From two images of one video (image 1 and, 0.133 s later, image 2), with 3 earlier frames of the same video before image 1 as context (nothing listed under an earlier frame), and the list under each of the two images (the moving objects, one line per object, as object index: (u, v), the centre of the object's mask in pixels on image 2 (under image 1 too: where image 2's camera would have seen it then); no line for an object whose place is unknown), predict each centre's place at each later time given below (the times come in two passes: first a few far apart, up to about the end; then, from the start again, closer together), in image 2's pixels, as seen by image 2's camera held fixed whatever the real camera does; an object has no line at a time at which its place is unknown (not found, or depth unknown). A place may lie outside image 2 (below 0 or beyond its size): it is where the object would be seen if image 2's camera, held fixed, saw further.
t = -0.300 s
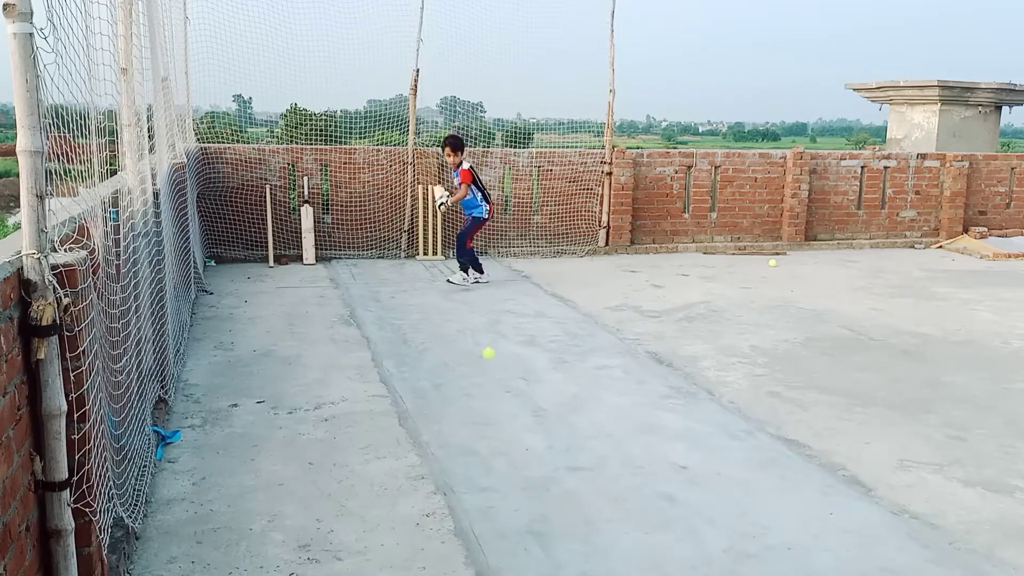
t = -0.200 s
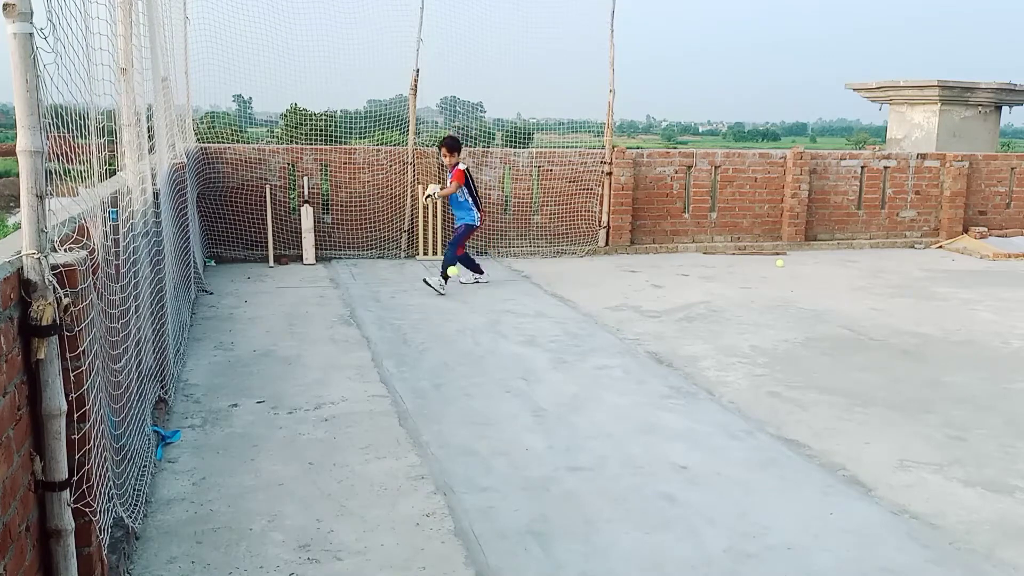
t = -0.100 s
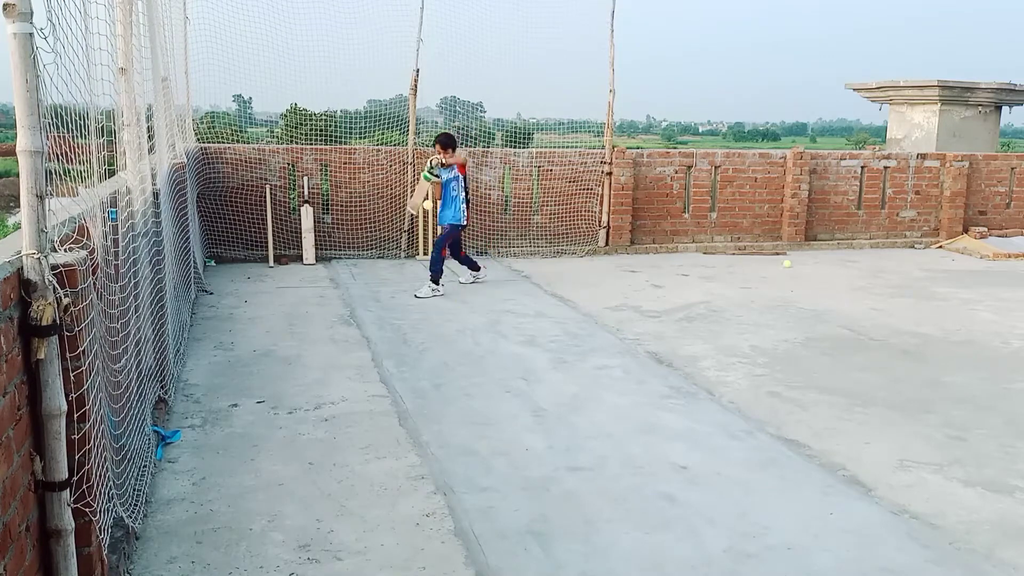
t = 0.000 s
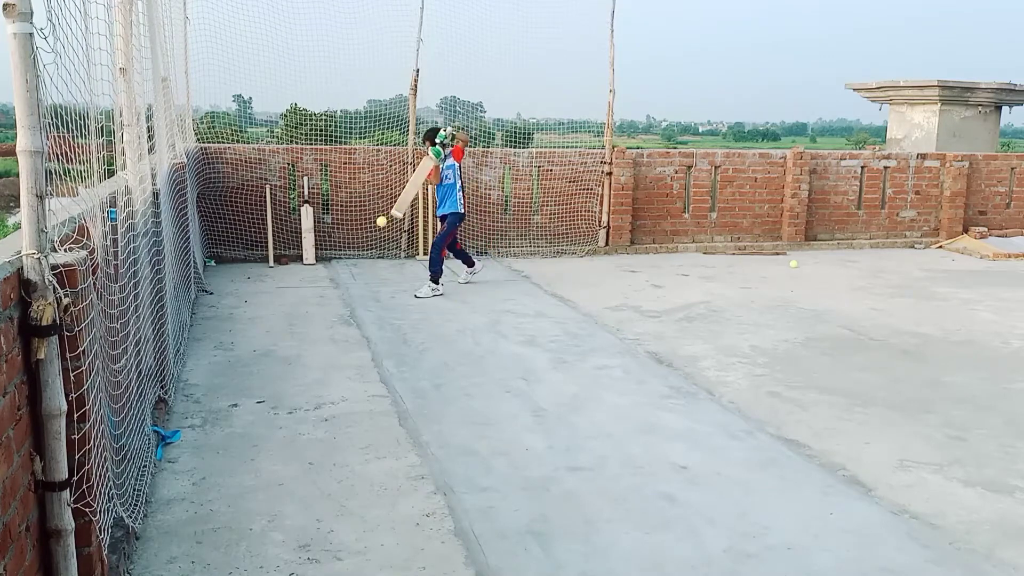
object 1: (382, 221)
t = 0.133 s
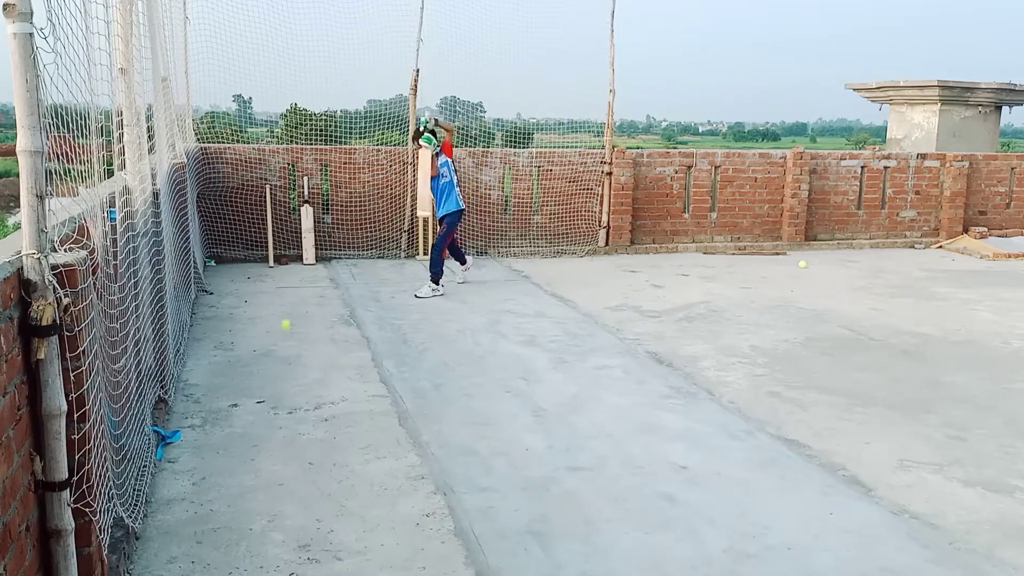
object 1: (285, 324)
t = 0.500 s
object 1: (264, 322)
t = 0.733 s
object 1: (412, 476)
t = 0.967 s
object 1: (510, 443)
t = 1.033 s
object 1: (547, 466)
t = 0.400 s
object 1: (208, 289)
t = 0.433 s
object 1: (226, 297)
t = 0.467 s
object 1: (246, 308)
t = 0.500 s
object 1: (264, 322)
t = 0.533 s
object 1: (284, 338)
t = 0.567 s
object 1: (305, 360)
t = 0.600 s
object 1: (326, 384)
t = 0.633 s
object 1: (349, 413)
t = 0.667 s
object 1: (373, 446)
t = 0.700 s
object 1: (399, 486)
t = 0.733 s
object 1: (412, 476)
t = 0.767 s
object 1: (423, 463)
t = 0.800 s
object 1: (437, 452)
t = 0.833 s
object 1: (450, 444)
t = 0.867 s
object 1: (464, 439)
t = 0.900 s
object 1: (479, 436)
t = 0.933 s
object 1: (494, 437)
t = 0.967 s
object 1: (510, 443)
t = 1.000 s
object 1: (528, 452)
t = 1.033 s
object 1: (547, 466)
